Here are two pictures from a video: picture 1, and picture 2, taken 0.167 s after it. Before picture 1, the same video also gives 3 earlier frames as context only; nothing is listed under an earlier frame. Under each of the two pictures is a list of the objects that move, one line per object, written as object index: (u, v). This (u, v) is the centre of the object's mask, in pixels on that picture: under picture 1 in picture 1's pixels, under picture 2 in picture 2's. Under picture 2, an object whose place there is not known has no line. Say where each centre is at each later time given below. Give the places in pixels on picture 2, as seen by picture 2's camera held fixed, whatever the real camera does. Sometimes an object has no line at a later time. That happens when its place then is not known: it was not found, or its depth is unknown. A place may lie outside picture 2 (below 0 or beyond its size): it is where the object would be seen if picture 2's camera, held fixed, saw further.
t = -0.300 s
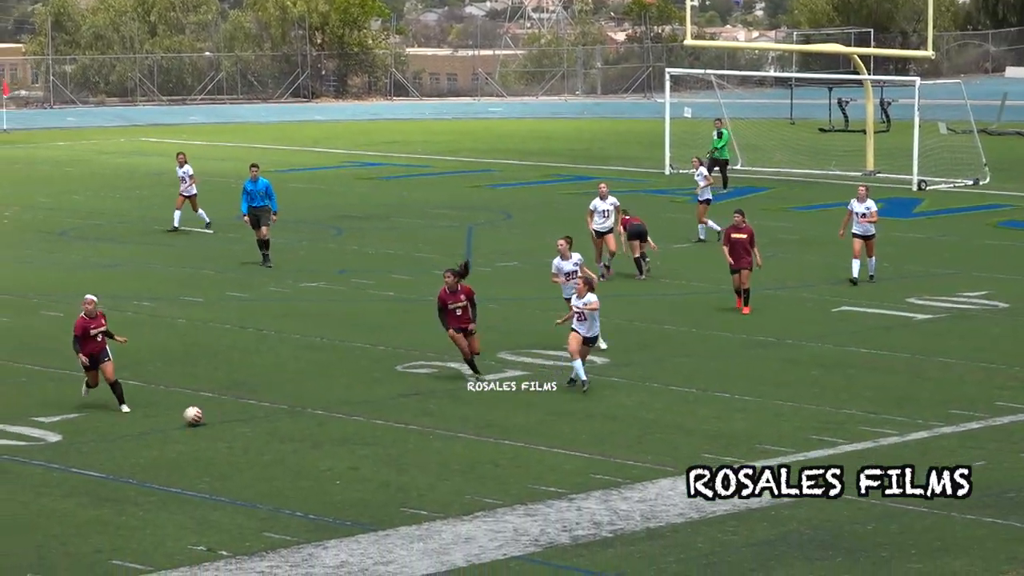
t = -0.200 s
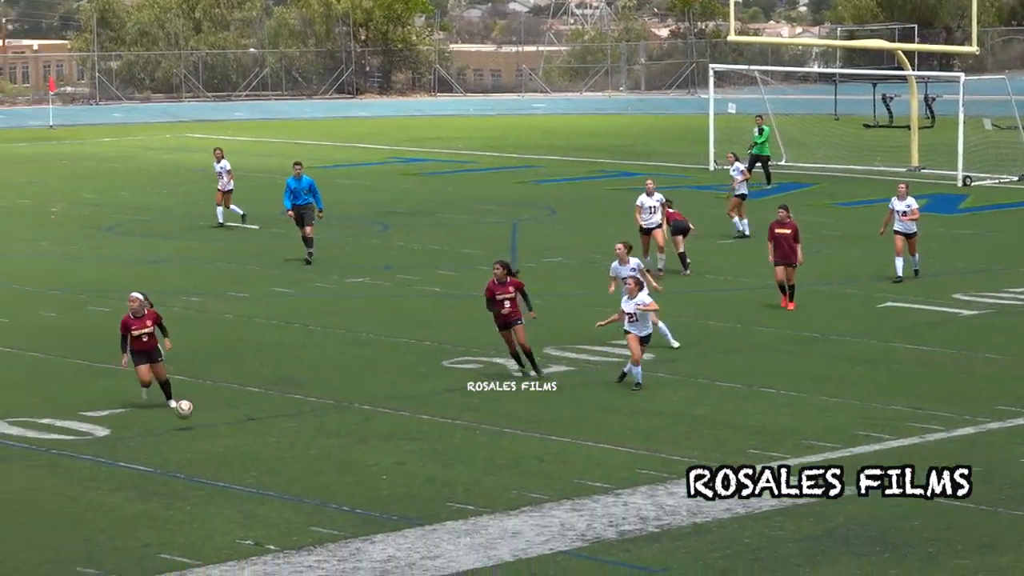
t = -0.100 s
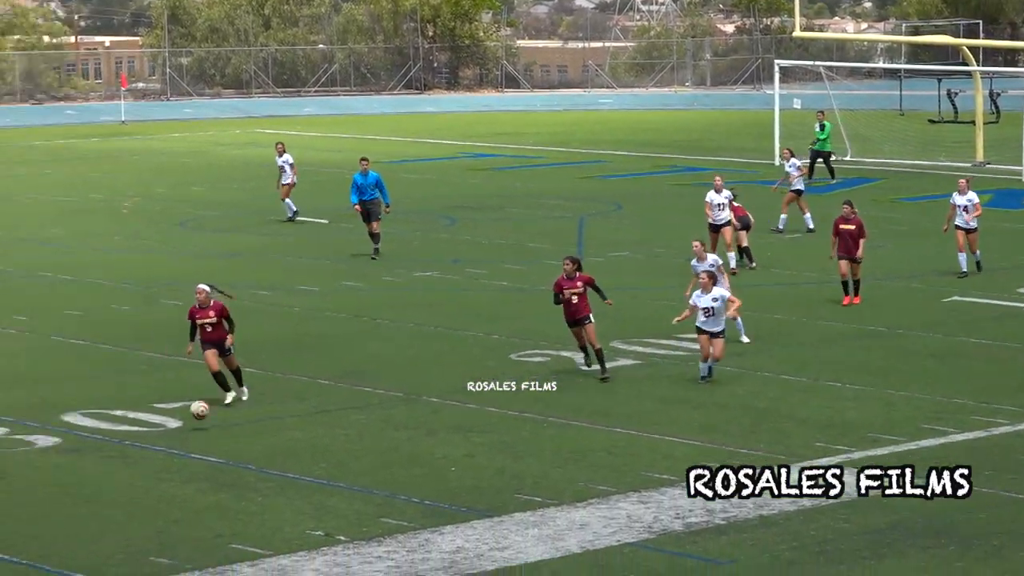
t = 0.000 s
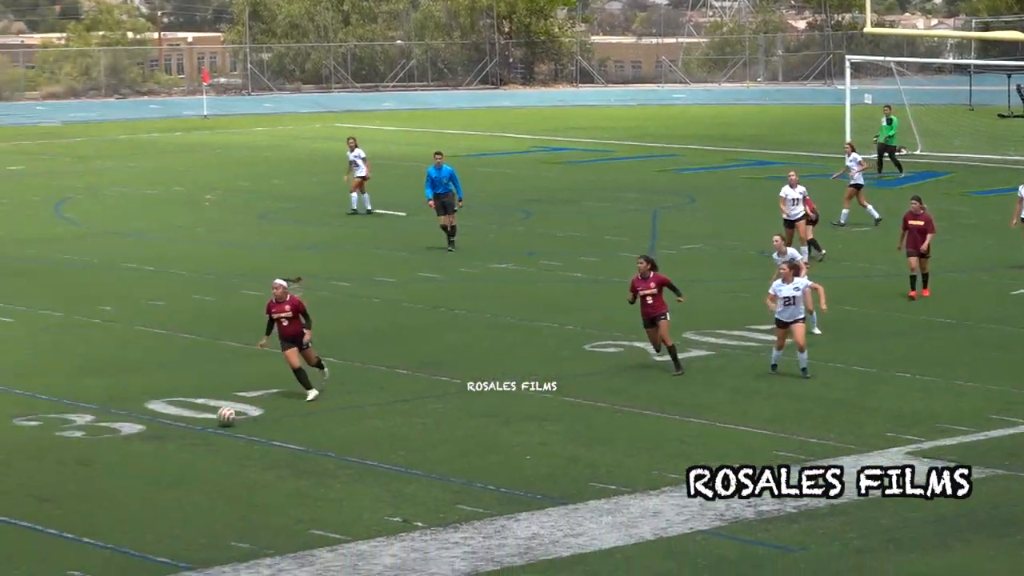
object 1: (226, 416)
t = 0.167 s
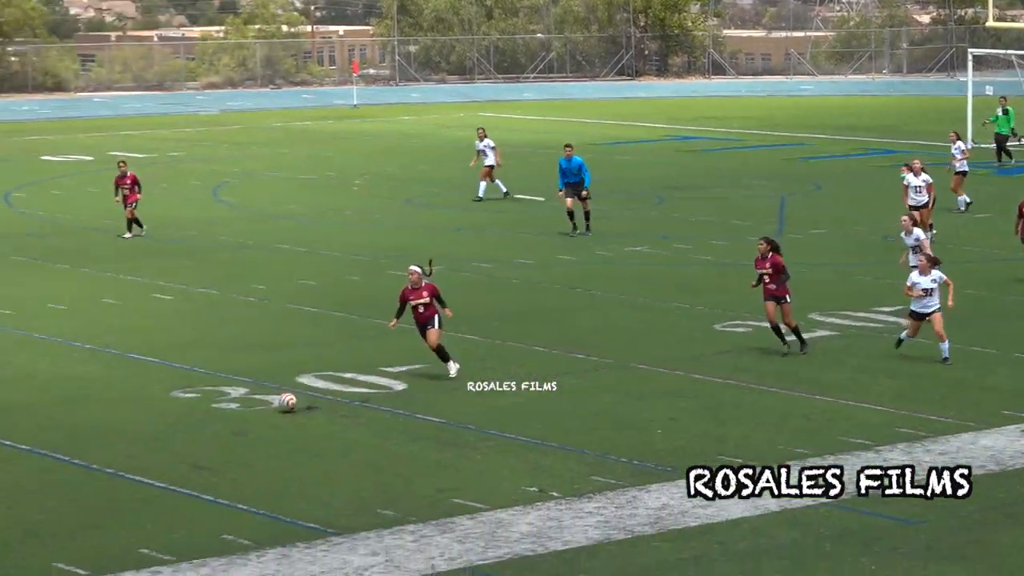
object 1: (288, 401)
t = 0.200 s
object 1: (270, 404)
